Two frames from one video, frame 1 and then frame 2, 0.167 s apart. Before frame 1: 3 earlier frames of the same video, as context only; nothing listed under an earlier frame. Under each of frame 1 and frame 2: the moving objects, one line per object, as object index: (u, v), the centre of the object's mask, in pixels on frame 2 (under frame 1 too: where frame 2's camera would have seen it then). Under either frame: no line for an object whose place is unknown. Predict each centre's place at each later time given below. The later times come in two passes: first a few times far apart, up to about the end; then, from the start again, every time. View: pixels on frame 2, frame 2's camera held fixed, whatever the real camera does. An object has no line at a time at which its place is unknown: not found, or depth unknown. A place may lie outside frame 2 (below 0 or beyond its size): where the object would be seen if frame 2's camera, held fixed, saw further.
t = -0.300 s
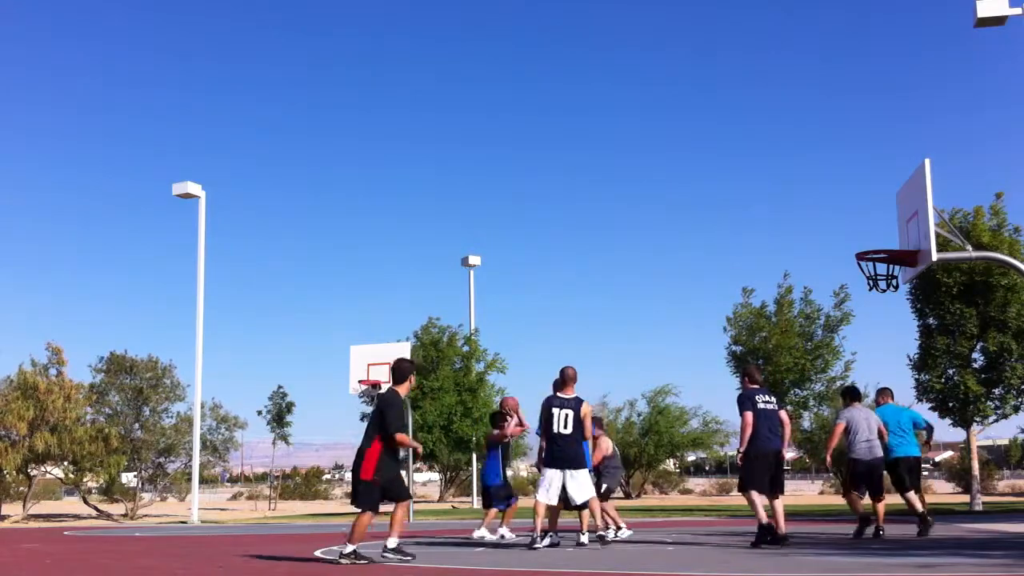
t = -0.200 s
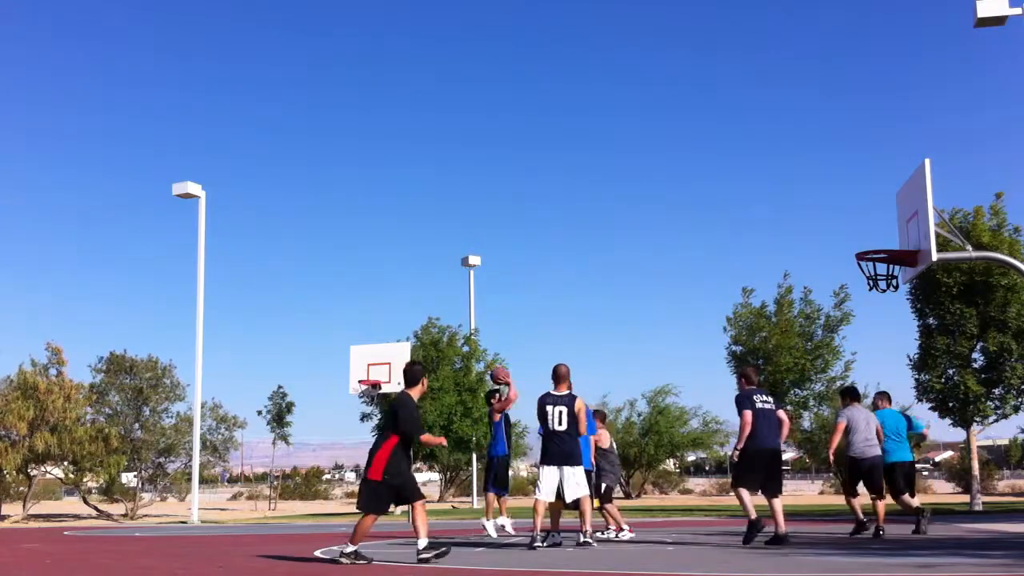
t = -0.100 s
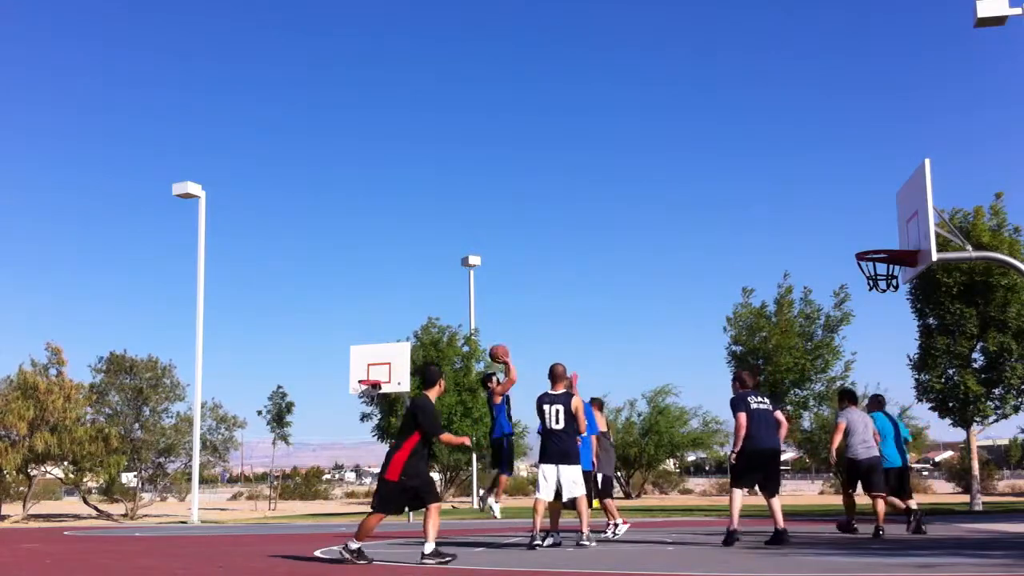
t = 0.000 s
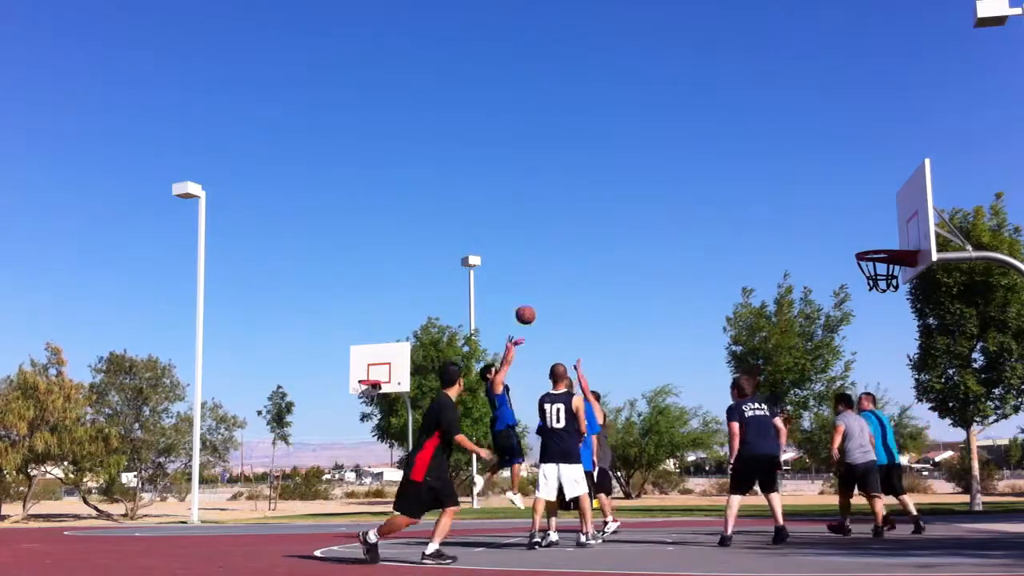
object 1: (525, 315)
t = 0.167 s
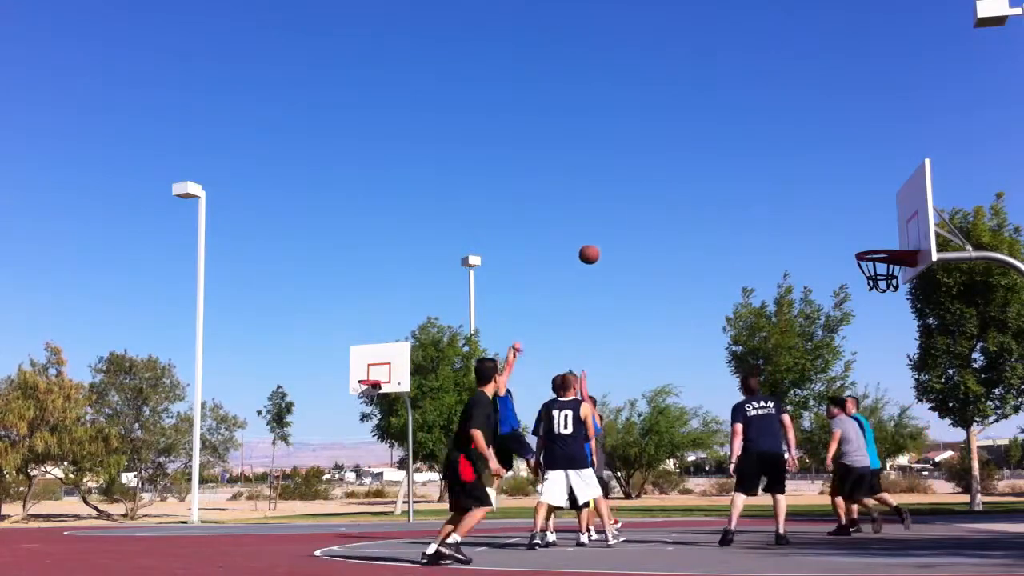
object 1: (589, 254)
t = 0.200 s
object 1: (602, 245)
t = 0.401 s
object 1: (682, 204)
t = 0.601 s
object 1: (770, 194)
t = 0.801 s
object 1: (865, 219)
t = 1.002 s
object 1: (898, 236)
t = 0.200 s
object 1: (602, 245)
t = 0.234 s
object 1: (615, 236)
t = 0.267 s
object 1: (628, 228)
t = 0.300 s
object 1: (642, 220)
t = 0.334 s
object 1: (655, 214)
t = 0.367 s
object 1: (669, 209)
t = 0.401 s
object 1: (682, 204)
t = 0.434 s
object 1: (697, 200)
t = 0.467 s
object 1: (711, 197)
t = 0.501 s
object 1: (725, 195)
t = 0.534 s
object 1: (740, 194)
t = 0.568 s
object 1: (754, 193)
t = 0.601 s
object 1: (770, 194)
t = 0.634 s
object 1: (785, 196)
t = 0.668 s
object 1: (800, 198)
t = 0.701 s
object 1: (816, 201)
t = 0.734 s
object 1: (832, 206)
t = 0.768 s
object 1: (848, 212)
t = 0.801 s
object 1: (865, 219)
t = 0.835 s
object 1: (882, 226)
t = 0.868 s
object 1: (899, 235)
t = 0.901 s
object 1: (906, 242)
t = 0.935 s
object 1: (903, 240)
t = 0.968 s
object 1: (901, 237)
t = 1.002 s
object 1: (898, 236)
